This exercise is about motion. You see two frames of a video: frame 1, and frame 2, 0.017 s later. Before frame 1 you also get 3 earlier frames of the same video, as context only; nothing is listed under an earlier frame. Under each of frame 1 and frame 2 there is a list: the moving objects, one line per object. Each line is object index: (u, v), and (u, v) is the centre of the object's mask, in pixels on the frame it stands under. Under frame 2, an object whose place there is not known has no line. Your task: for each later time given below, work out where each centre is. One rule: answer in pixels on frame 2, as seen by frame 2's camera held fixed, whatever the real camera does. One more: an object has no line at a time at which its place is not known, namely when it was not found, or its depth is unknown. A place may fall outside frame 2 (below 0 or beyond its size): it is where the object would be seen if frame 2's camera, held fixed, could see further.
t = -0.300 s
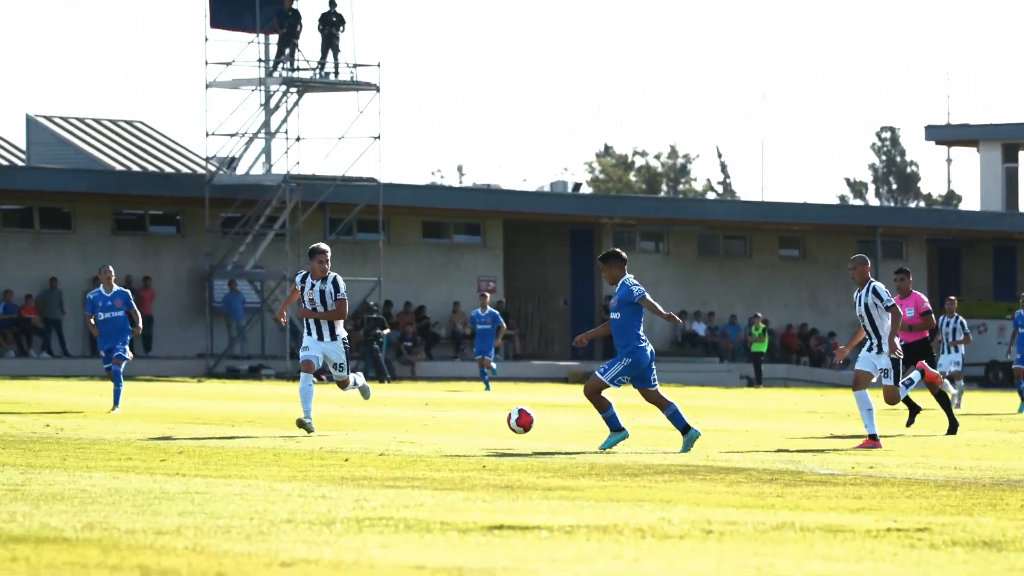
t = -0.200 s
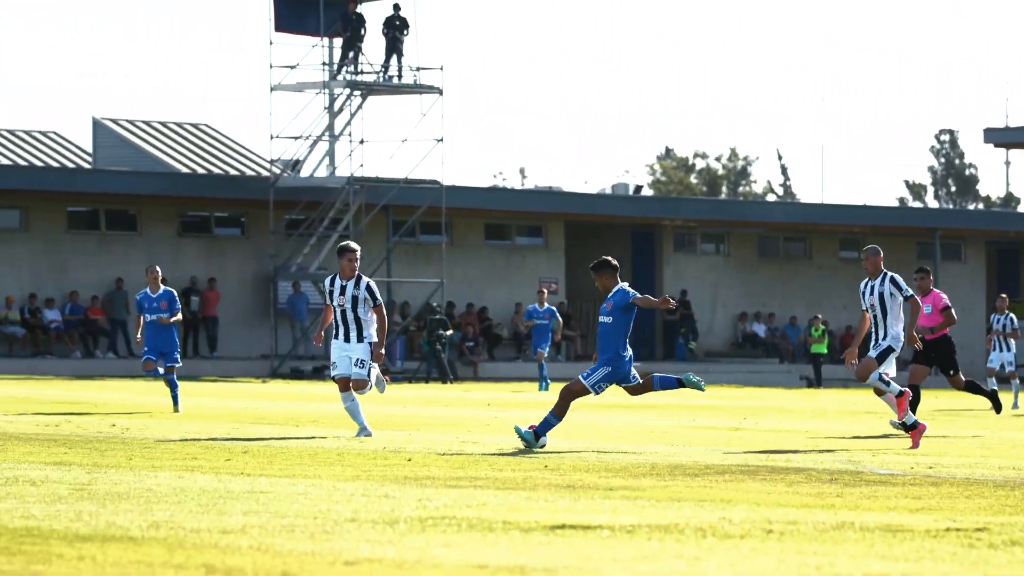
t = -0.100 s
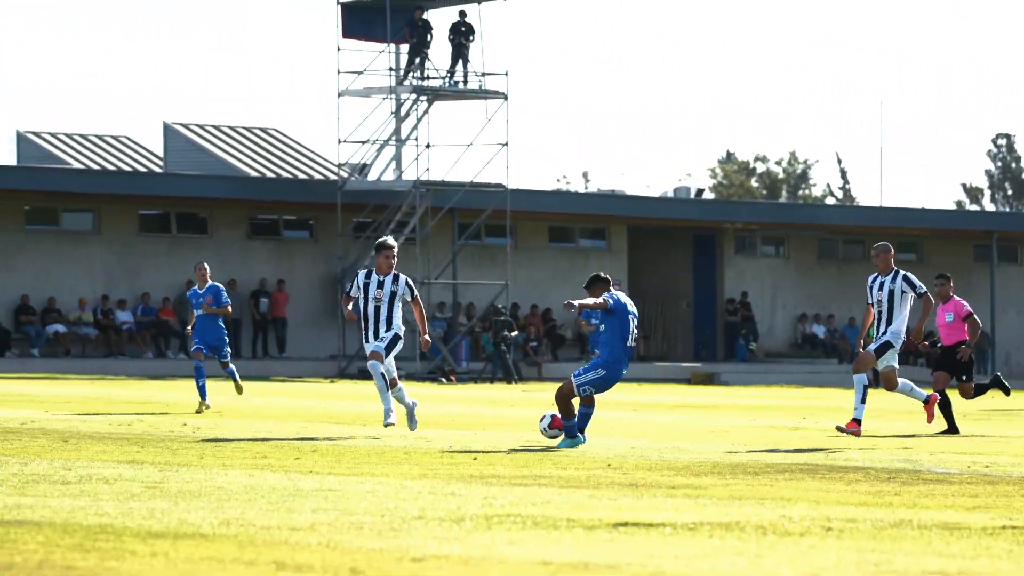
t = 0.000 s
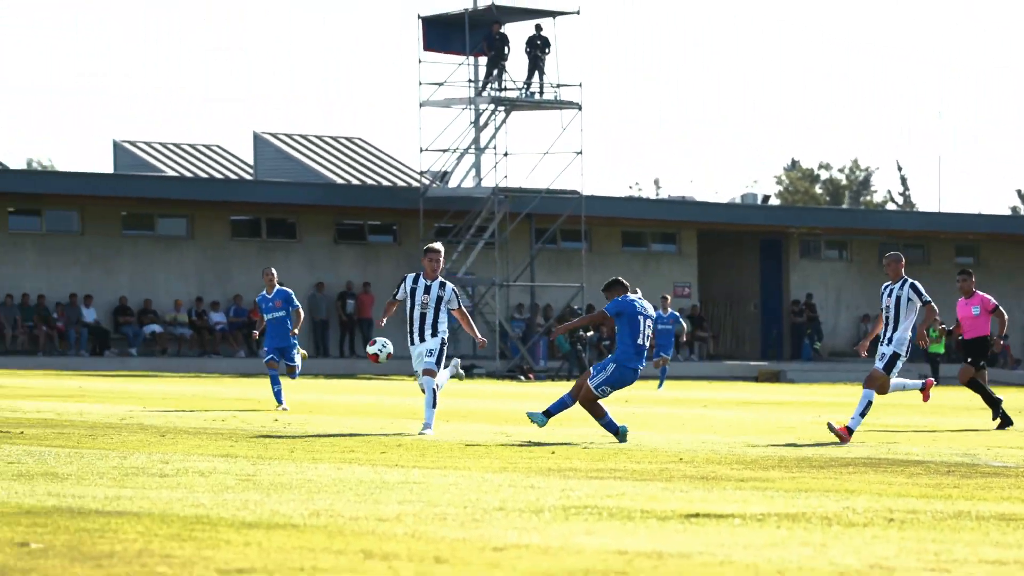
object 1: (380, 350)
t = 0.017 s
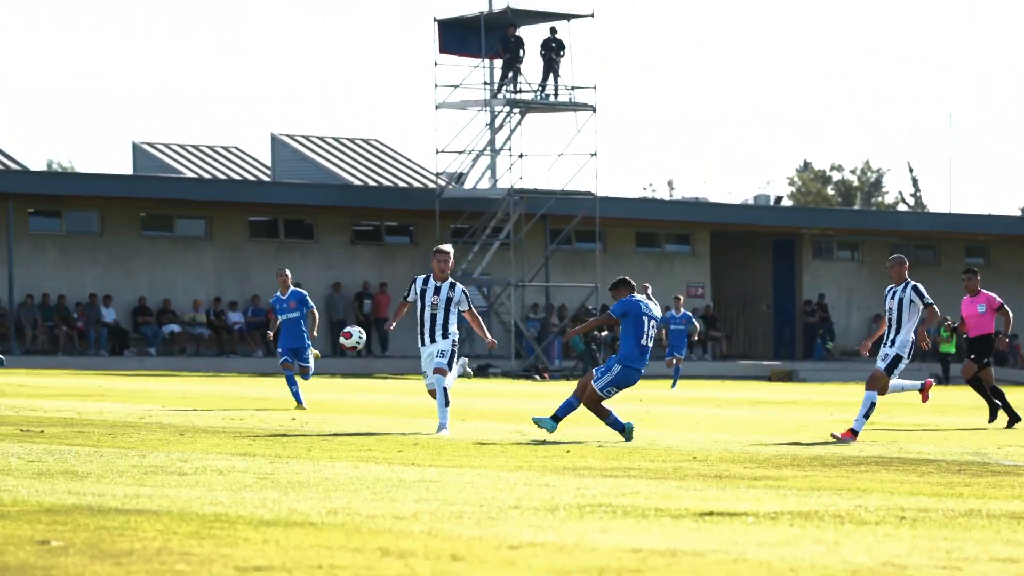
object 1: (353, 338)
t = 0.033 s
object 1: (310, 328)
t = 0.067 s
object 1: (224, 311)
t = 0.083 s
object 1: (182, 302)
